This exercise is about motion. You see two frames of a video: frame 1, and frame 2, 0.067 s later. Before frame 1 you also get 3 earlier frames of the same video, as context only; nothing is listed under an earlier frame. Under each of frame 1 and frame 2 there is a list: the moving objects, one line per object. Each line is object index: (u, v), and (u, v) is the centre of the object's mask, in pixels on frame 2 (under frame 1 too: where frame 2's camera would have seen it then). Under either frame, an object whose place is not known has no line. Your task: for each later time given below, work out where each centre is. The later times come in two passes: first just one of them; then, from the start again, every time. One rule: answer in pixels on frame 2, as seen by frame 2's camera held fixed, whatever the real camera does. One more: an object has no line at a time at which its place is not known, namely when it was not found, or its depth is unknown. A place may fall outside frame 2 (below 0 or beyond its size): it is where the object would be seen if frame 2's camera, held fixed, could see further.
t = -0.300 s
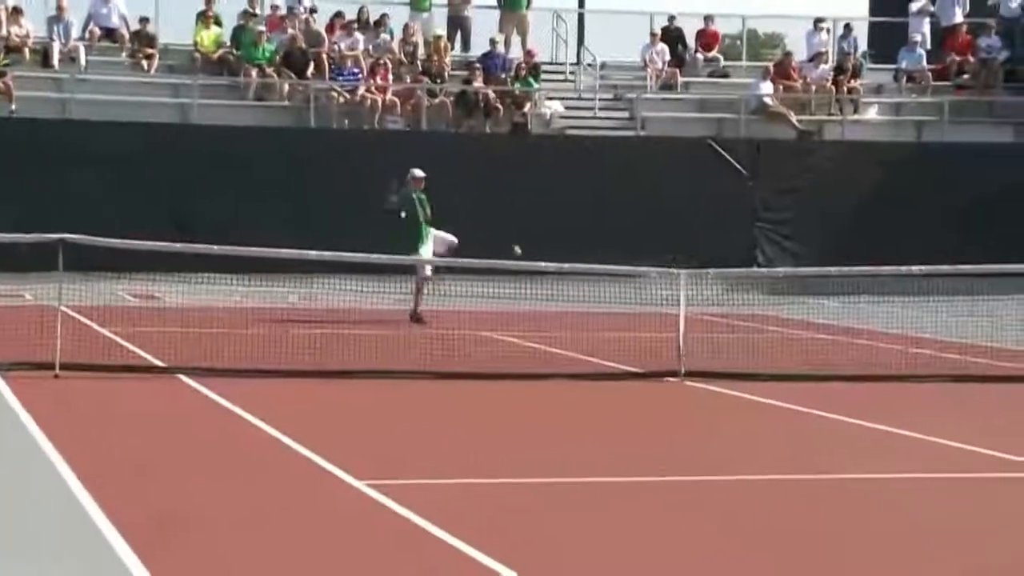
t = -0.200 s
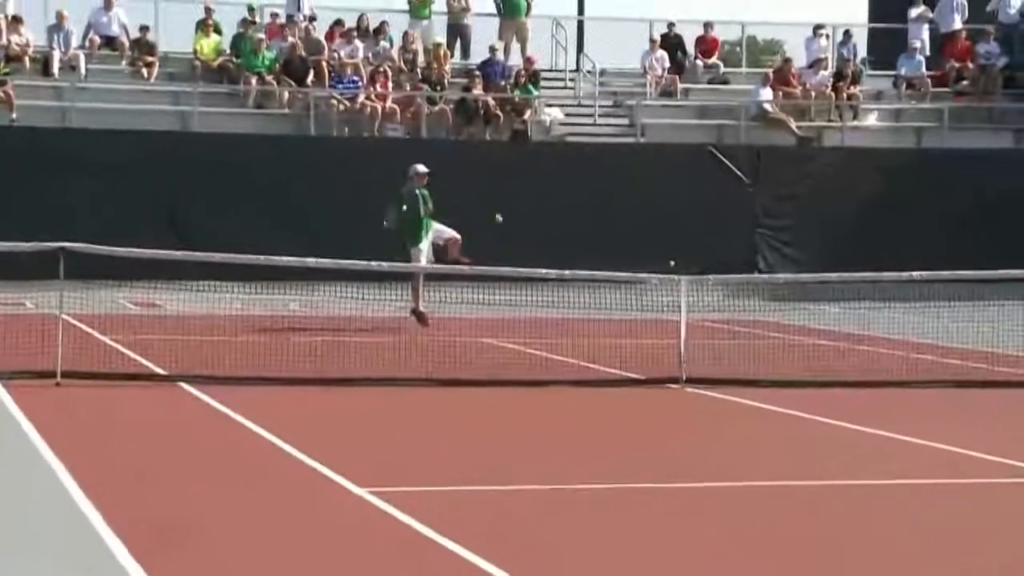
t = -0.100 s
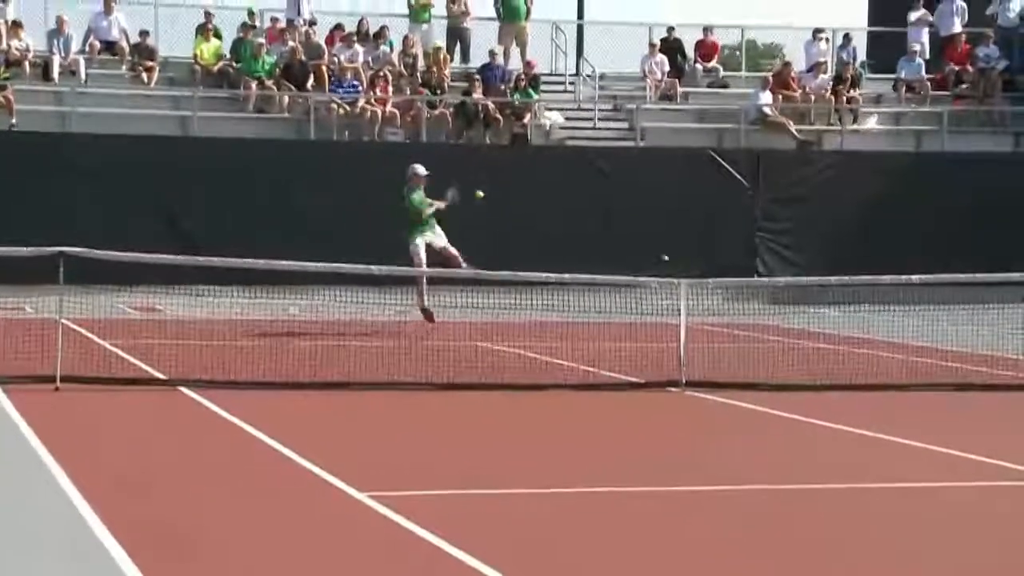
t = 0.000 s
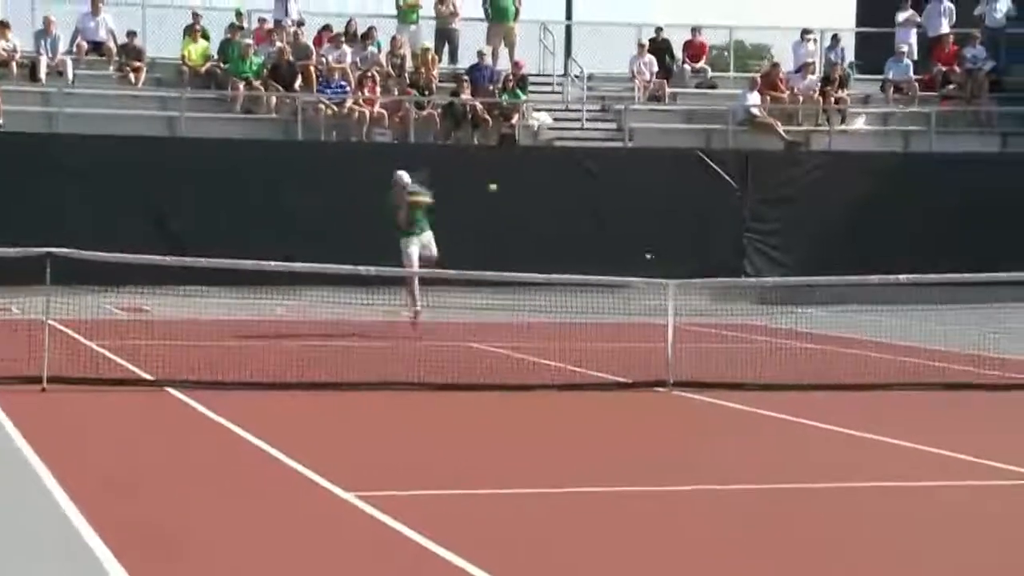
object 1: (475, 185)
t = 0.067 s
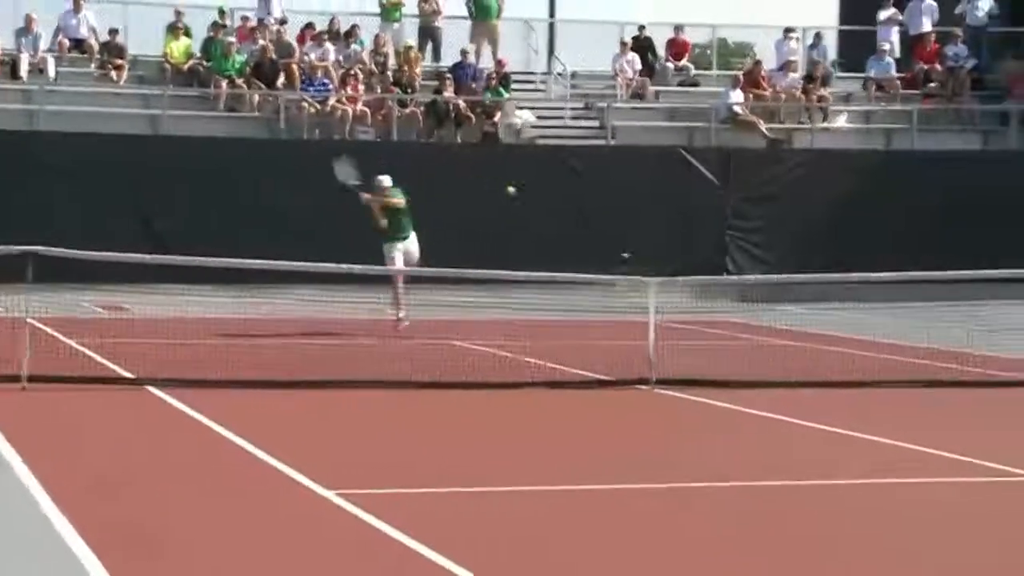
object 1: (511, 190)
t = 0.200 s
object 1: (594, 220)
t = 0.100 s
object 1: (530, 194)
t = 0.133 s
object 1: (549, 201)
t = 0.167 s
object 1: (572, 210)
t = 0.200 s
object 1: (594, 220)
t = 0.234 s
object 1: (618, 232)
